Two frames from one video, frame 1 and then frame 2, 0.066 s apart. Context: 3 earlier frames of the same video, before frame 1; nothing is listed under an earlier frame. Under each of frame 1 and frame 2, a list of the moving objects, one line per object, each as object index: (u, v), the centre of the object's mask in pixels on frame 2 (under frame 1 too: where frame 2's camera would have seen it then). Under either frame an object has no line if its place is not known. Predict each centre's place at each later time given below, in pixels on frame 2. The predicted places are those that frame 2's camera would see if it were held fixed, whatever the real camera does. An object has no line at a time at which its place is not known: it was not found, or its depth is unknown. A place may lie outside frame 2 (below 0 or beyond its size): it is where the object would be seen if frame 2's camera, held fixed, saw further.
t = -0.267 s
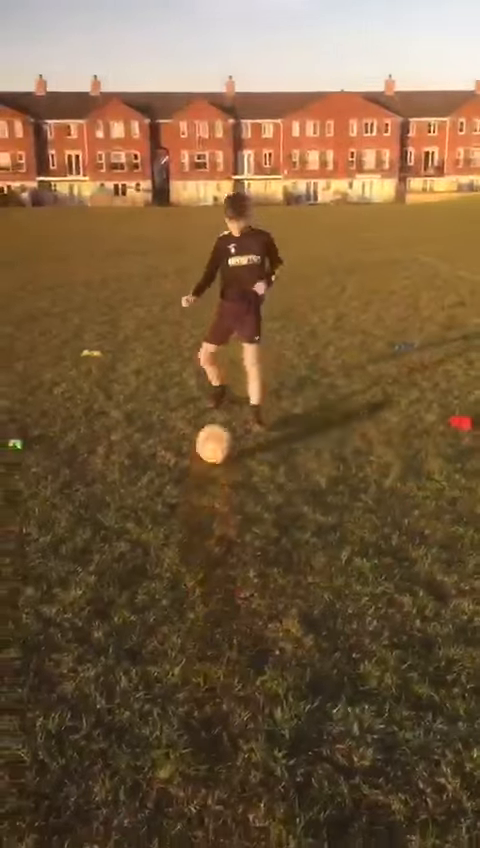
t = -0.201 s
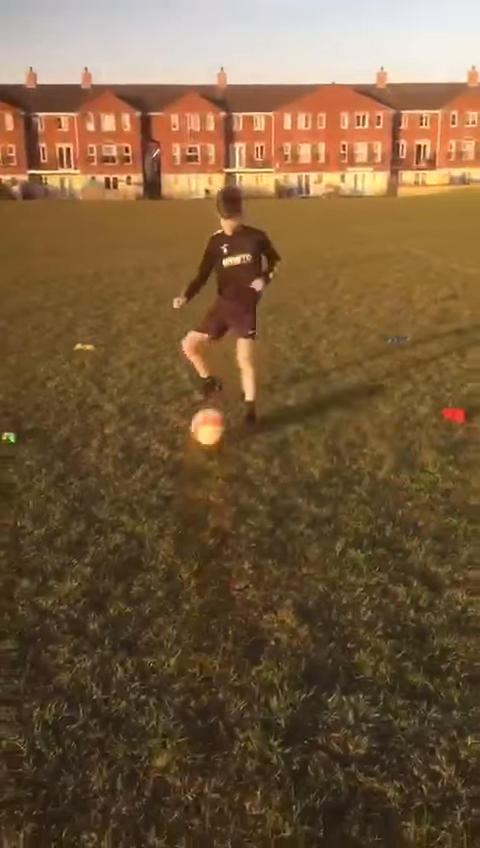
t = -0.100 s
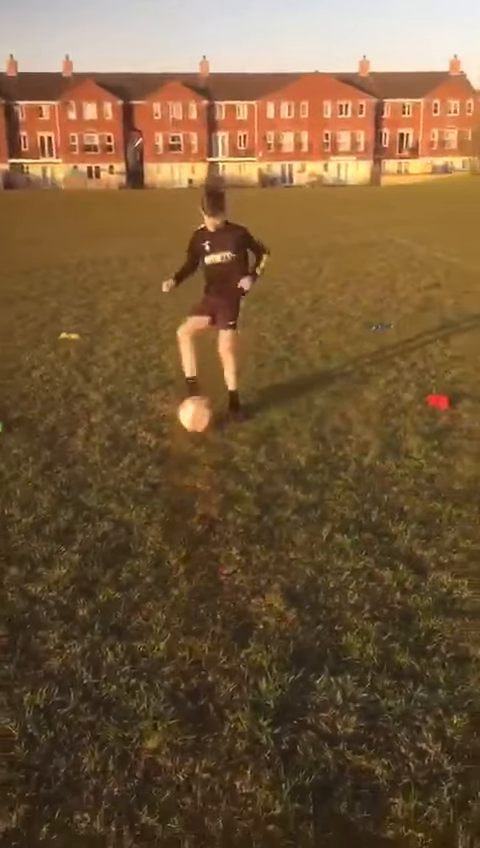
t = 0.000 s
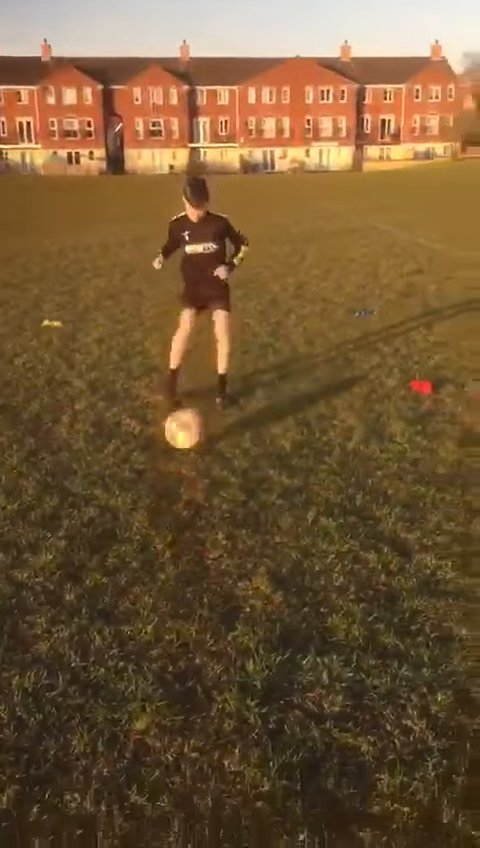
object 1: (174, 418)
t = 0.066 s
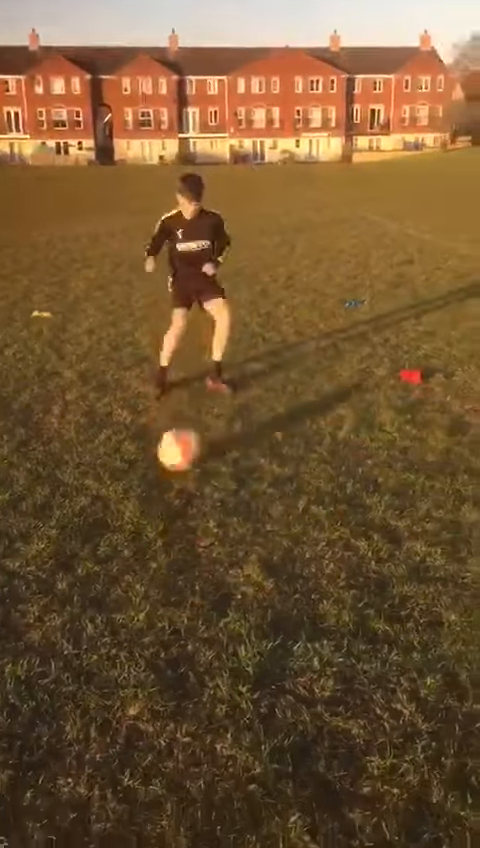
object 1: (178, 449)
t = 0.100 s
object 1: (180, 459)
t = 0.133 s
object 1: (181, 468)
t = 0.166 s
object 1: (183, 480)
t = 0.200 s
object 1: (186, 496)
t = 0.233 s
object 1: (190, 516)
